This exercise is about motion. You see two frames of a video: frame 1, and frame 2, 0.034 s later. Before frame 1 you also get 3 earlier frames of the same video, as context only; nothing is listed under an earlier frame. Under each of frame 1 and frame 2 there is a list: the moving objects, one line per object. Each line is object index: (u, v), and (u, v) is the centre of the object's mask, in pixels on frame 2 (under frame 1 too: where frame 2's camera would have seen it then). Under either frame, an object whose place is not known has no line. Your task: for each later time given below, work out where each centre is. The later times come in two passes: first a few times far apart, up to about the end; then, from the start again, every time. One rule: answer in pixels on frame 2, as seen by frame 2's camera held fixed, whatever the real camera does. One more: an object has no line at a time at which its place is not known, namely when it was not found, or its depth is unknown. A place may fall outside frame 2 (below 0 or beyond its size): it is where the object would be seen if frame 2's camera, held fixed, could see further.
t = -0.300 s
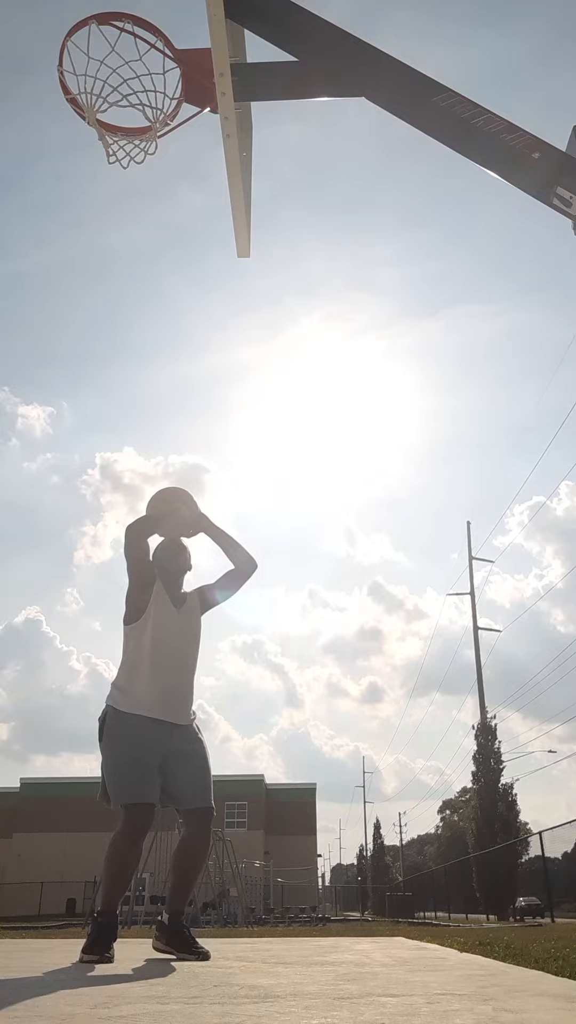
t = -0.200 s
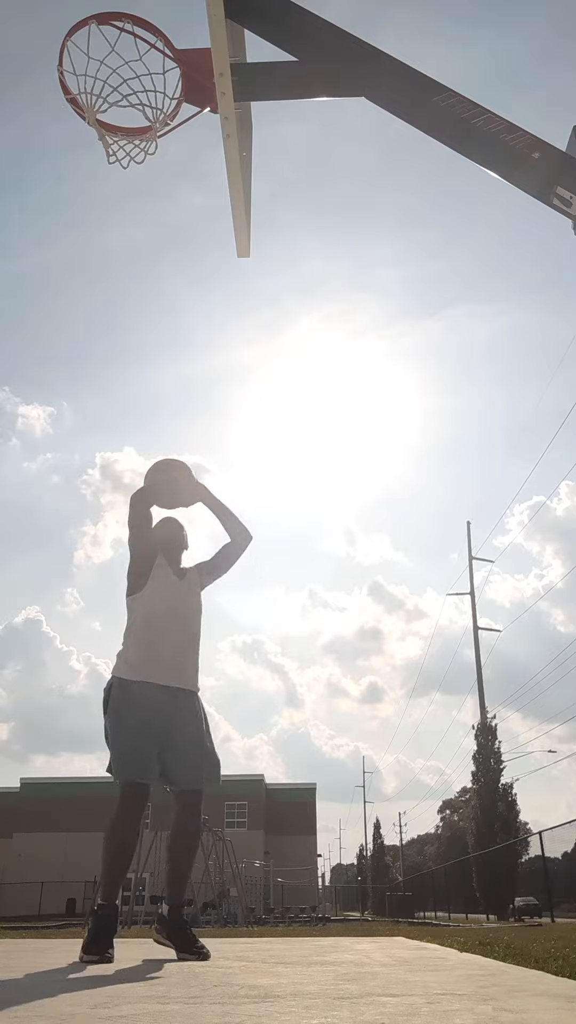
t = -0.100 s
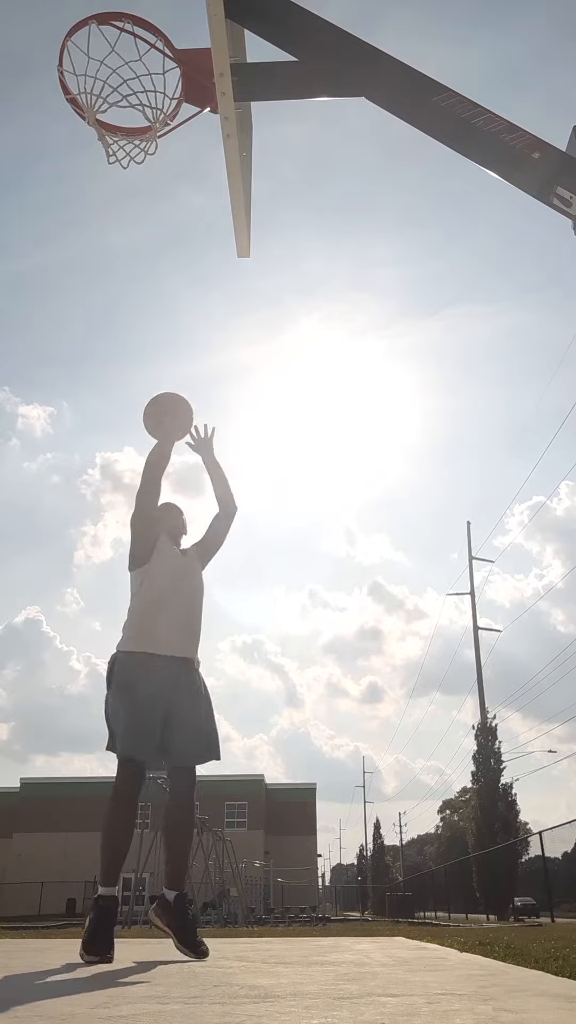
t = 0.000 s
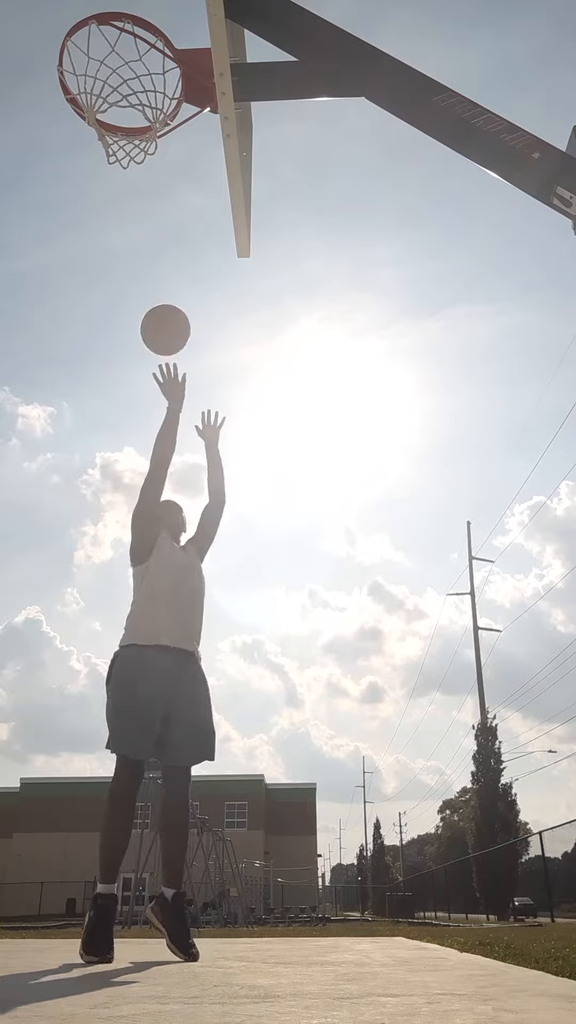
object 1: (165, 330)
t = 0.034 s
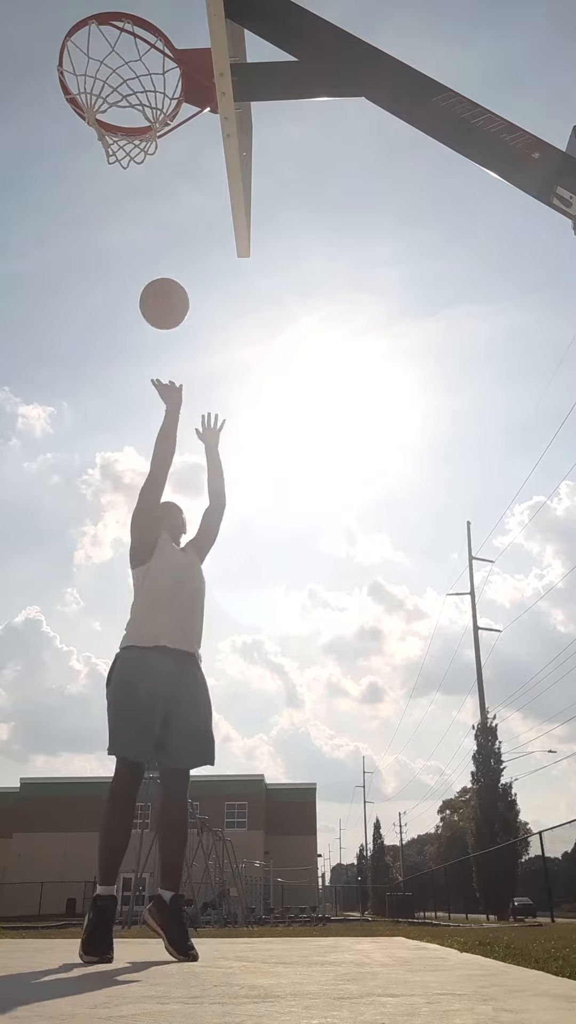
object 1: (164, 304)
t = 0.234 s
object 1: (155, 183)
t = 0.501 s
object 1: (123, 106)
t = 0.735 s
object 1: (97, 93)
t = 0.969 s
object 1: (91, 175)
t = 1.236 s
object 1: (56, 545)
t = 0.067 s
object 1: (163, 280)
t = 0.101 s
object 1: (161, 257)
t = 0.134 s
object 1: (160, 236)
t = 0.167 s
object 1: (158, 216)
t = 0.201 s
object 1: (156, 199)
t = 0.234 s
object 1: (155, 183)
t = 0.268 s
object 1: (155, 173)
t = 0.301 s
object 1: (157, 163)
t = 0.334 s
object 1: (160, 153)
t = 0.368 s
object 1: (133, 121)
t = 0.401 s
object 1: (130, 120)
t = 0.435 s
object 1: (128, 120)
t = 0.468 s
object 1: (128, 108)
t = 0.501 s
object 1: (123, 106)
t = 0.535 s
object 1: (127, 97)
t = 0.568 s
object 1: (122, 94)
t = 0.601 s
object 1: (117, 92)
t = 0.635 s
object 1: (113, 89)
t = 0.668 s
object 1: (108, 88)
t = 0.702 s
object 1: (101, 89)
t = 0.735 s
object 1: (97, 93)
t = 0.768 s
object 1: (96, 96)
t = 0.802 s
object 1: (97, 104)
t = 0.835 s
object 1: (96, 112)
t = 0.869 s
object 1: (95, 123)
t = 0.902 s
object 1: (94, 137)
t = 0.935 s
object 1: (93, 155)
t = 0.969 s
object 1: (91, 175)
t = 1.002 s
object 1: (89, 200)
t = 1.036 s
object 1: (86, 228)
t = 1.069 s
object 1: (83, 262)
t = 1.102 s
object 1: (80, 302)
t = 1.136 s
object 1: (75, 348)
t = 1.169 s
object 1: (70, 403)
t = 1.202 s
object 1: (64, 468)
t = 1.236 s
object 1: (56, 545)
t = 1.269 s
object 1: (50, 639)
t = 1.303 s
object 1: (46, 756)
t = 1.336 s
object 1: (40, 898)
